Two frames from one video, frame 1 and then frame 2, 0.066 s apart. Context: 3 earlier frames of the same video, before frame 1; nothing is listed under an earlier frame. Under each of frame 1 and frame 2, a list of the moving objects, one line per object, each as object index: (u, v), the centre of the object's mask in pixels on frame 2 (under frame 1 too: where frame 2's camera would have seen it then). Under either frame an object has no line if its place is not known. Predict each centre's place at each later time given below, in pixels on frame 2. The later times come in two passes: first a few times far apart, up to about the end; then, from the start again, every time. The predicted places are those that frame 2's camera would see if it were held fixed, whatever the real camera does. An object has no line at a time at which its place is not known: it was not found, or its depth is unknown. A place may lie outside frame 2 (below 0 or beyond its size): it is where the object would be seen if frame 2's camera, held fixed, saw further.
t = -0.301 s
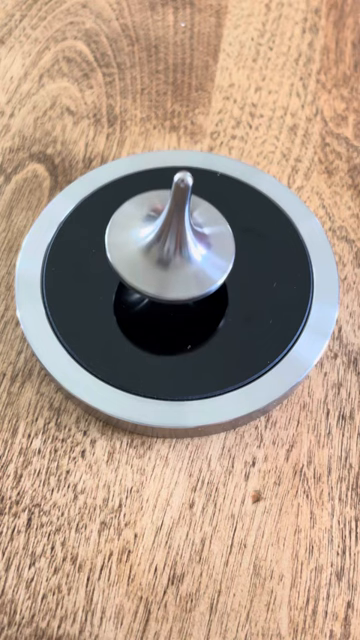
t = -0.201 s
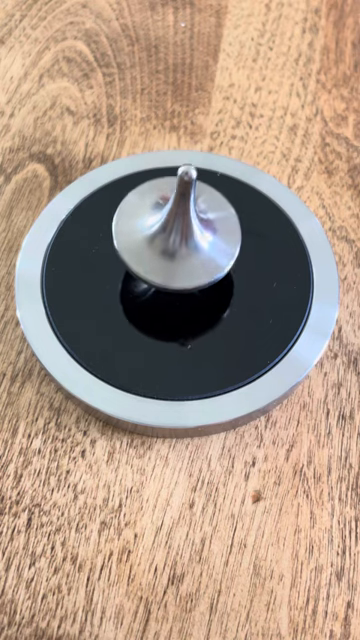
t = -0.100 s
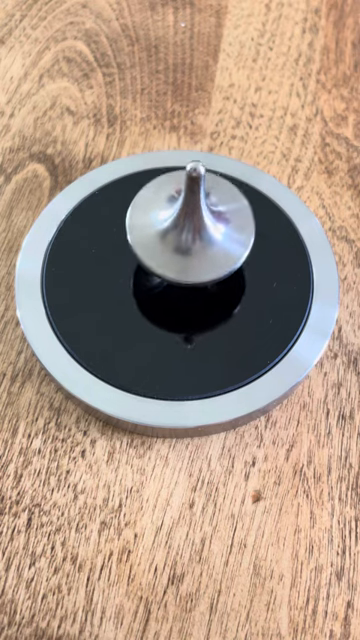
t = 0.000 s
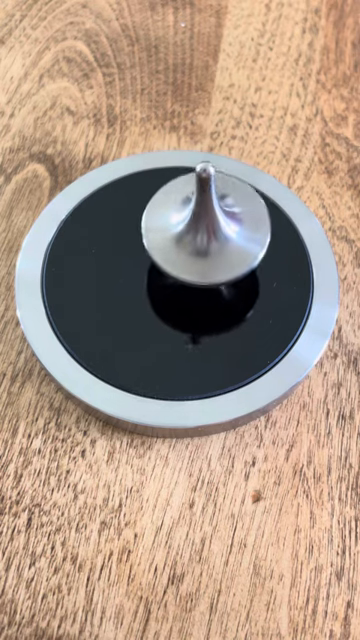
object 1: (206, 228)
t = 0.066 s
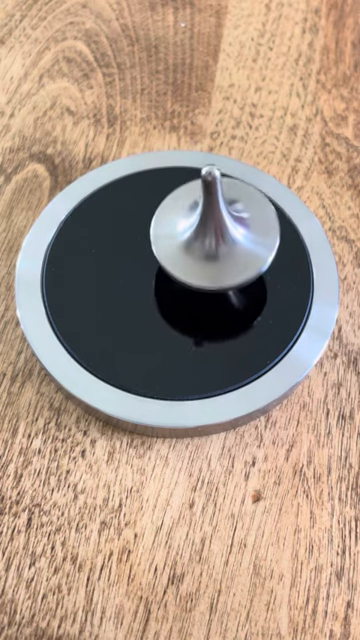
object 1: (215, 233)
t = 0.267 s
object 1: (220, 256)
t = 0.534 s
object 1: (182, 263)
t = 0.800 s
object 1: (177, 233)
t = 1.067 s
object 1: (215, 233)
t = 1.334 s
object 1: (212, 263)
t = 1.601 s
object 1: (176, 257)
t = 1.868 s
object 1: (188, 229)
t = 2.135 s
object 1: (221, 241)
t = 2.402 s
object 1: (201, 266)
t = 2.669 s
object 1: (174, 246)
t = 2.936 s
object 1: (200, 228)
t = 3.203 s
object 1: (220, 251)
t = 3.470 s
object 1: (187, 262)
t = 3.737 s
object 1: (178, 235)
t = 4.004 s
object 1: (212, 234)
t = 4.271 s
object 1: (209, 261)
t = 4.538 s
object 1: (175, 254)
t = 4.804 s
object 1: (190, 230)
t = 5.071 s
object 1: (219, 245)
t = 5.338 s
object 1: (195, 265)
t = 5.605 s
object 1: (175, 243)
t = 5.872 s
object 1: (206, 231)
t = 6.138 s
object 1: (216, 257)
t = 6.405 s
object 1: (181, 259)
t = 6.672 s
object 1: (185, 231)
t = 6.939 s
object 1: (218, 240)
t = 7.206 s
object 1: (202, 262)
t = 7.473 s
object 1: (175, 243)
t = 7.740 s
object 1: (202, 228)
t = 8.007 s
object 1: (217, 252)
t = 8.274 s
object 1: (182, 259)
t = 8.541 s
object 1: (180, 232)
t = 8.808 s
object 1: (214, 237)
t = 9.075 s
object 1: (202, 263)
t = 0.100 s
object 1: (218, 236)
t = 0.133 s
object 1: (221, 240)
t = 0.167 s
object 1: (222, 244)
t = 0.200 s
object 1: (222, 248)
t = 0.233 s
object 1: (222, 252)
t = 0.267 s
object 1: (220, 256)
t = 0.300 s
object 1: (217, 260)
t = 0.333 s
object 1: (213, 263)
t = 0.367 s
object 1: (208, 265)
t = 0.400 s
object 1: (203, 267)
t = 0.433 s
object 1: (197, 267)
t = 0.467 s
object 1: (192, 267)
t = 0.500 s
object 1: (187, 266)
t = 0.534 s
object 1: (182, 263)
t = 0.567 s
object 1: (178, 261)
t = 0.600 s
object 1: (175, 257)
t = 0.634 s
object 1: (172, 253)
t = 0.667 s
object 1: (171, 249)
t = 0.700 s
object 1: (171, 245)
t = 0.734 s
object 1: (172, 241)
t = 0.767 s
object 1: (174, 237)
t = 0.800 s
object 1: (177, 233)
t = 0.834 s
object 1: (181, 231)
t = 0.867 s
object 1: (185, 229)
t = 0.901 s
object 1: (190, 227)
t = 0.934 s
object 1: (196, 227)
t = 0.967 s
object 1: (201, 227)
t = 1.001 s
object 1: (206, 228)
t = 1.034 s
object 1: (211, 231)
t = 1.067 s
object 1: (215, 233)
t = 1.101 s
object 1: (218, 237)
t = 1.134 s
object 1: (220, 240)
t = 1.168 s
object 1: (222, 244)
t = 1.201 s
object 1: (222, 248)
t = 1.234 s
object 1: (221, 253)
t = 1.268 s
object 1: (219, 257)
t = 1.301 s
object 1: (216, 260)
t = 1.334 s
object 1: (212, 263)
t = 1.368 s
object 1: (208, 265)
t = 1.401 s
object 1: (203, 267)
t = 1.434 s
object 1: (198, 267)
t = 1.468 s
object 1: (192, 267)
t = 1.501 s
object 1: (188, 265)
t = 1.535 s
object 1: (183, 263)
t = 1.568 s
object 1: (179, 260)
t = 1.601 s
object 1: (176, 257)
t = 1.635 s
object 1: (174, 253)
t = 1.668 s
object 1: (173, 249)
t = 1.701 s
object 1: (173, 244)
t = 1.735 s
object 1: (174, 240)
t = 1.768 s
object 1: (176, 237)
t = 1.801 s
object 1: (179, 234)
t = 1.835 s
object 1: (183, 231)
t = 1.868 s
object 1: (188, 229)
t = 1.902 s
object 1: (193, 228)
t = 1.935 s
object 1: (198, 228)
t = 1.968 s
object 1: (203, 228)
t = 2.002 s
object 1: (208, 230)
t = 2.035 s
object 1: (212, 232)
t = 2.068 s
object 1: (216, 234)
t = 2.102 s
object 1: (219, 238)
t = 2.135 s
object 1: (221, 241)
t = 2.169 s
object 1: (222, 245)
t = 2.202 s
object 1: (222, 249)
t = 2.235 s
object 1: (221, 253)
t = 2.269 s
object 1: (218, 257)
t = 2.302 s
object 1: (215, 260)
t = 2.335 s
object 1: (211, 263)
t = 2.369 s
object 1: (206, 265)
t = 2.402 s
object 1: (201, 266)
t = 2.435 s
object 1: (196, 266)
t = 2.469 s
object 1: (191, 265)
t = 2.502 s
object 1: (186, 263)
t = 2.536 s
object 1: (182, 260)
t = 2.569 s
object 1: (179, 257)
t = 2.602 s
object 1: (176, 254)
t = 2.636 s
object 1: (174, 250)
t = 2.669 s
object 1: (174, 246)
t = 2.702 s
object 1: (174, 242)
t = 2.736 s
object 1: (175, 239)
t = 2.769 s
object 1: (178, 234)
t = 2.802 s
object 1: (182, 232)
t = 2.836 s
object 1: (186, 229)
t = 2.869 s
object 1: (190, 228)
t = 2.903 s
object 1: (195, 227)
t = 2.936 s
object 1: (200, 228)
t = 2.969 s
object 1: (205, 229)
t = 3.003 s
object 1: (209, 230)
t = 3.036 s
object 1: (213, 233)
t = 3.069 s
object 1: (216, 236)
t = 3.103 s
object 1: (219, 239)
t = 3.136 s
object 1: (220, 243)
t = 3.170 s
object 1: (221, 247)
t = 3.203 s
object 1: (220, 251)
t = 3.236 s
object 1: (218, 254)
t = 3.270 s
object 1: (215, 258)
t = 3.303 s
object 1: (211, 260)
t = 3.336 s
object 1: (207, 263)
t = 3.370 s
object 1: (202, 264)
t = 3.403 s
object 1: (197, 264)
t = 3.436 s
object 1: (192, 264)
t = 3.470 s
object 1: (187, 262)
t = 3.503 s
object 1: (183, 260)
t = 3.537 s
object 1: (180, 257)
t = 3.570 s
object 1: (177, 254)
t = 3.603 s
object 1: (175, 250)
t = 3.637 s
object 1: (174, 246)
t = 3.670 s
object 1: (175, 242)
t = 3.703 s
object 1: (176, 239)
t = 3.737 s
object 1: (178, 235)
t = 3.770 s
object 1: (181, 232)
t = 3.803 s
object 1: (185, 230)
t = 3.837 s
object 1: (190, 229)
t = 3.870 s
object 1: (194, 228)
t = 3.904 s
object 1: (199, 228)
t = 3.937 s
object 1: (204, 230)
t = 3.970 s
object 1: (208, 231)
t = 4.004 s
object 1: (212, 234)
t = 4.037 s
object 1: (215, 236)
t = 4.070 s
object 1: (217, 240)
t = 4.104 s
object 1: (218, 244)
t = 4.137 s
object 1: (219, 248)
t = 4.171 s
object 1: (218, 251)
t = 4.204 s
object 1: (216, 255)
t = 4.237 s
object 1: (213, 259)
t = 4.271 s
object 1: (209, 261)
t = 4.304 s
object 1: (205, 263)
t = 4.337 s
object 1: (200, 265)
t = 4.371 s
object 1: (195, 265)
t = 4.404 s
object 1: (190, 264)
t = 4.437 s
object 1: (186, 263)
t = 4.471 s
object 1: (181, 261)
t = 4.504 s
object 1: (178, 257)
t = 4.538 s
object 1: (175, 254)
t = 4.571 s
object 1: (174, 250)
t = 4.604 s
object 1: (173, 247)
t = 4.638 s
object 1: (174, 243)
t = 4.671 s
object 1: (175, 239)
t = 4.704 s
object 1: (178, 236)
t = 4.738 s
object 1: (181, 233)
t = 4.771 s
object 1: (185, 231)
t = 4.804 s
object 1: (190, 230)
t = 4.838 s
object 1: (195, 229)
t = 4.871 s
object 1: (199, 229)
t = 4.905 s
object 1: (204, 230)
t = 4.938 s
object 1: (209, 232)
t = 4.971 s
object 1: (212, 235)
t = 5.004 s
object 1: (216, 238)
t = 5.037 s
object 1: (218, 241)
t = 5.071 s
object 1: (219, 245)
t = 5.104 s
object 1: (219, 249)
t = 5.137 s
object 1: (218, 253)
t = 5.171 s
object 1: (216, 256)
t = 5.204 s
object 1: (213, 260)
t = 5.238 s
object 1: (210, 262)
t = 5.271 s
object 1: (205, 264)
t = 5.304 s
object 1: (200, 265)
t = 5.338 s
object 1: (195, 265)
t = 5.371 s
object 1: (191, 265)
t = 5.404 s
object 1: (186, 263)
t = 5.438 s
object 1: (182, 260)
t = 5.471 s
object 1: (179, 257)
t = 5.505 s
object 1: (176, 254)
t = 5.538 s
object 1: (175, 250)
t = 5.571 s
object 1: (174, 246)
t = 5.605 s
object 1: (175, 243)
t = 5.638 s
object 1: (177, 239)
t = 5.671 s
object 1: (180, 236)
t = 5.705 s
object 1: (183, 233)
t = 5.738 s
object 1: (187, 231)
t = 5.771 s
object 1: (192, 230)
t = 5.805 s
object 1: (197, 230)
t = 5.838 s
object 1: (202, 230)
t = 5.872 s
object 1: (206, 231)
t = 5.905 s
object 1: (211, 233)
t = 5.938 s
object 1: (214, 236)
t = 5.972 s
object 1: (217, 239)
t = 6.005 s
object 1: (219, 242)
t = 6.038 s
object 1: (220, 246)
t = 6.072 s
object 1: (220, 250)
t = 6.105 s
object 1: (218, 254)
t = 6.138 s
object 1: (216, 257)
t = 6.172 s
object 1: (213, 260)
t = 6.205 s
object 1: (209, 262)
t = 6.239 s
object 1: (204, 264)
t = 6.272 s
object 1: (199, 265)
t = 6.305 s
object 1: (194, 264)
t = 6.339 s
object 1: (189, 263)
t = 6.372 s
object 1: (185, 261)
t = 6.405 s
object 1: (181, 259)
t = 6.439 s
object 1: (178, 255)
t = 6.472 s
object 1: (176, 252)
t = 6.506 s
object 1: (175, 248)
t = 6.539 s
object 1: (175, 244)
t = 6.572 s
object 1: (176, 240)
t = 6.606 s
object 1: (178, 237)
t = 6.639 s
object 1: (181, 233)
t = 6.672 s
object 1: (185, 231)
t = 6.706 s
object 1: (189, 229)
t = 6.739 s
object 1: (194, 229)
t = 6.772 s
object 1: (199, 229)
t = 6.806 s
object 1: (204, 230)
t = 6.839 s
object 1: (208, 231)
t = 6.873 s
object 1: (212, 233)
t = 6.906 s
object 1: (216, 236)
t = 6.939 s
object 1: (218, 240)
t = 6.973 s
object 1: (220, 243)
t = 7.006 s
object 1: (220, 247)
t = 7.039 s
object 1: (219, 250)
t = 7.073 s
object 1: (218, 253)
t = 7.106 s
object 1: (215, 256)
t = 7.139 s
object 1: (211, 259)
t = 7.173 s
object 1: (207, 261)
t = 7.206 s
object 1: (202, 262)
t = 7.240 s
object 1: (197, 262)
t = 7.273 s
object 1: (192, 261)
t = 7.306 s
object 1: (187, 260)
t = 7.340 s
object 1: (183, 257)
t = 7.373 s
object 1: (180, 254)
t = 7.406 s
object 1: (177, 251)
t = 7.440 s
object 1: (176, 247)
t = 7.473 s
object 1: (175, 243)
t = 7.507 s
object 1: (176, 239)
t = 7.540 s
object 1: (178, 236)
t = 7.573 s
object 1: (180, 233)
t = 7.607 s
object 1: (184, 230)
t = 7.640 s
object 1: (188, 228)
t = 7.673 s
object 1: (192, 227)
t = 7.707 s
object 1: (197, 227)
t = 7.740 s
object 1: (202, 228)
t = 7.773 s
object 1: (206, 229)
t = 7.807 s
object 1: (210, 231)
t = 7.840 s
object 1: (214, 234)
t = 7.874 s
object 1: (217, 237)
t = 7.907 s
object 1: (218, 241)
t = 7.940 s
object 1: (219, 244)
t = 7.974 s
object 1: (218, 248)
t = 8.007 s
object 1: (217, 252)
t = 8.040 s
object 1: (214, 255)
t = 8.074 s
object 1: (211, 258)
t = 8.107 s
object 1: (206, 261)
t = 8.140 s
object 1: (202, 262)
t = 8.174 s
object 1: (196, 263)
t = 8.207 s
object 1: (192, 262)
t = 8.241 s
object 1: (187, 261)
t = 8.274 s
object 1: (182, 259)
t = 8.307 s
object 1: (179, 256)
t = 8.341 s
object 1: (176, 253)
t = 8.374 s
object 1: (174, 249)
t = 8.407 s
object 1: (173, 245)
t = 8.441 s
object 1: (174, 241)
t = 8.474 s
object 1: (175, 238)
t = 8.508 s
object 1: (177, 235)
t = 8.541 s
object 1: (180, 232)
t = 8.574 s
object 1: (184, 230)
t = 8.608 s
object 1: (189, 228)
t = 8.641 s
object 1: (194, 228)
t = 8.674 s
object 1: (198, 229)
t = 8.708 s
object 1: (203, 230)
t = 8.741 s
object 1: (208, 232)
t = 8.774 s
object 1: (211, 234)
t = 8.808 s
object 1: (214, 237)
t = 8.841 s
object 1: (216, 241)
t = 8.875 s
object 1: (217, 245)
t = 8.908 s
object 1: (217, 249)
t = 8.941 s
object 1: (216, 253)
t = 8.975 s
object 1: (214, 256)
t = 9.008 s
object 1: (210, 259)
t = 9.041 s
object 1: (206, 262)
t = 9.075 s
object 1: (202, 263)
